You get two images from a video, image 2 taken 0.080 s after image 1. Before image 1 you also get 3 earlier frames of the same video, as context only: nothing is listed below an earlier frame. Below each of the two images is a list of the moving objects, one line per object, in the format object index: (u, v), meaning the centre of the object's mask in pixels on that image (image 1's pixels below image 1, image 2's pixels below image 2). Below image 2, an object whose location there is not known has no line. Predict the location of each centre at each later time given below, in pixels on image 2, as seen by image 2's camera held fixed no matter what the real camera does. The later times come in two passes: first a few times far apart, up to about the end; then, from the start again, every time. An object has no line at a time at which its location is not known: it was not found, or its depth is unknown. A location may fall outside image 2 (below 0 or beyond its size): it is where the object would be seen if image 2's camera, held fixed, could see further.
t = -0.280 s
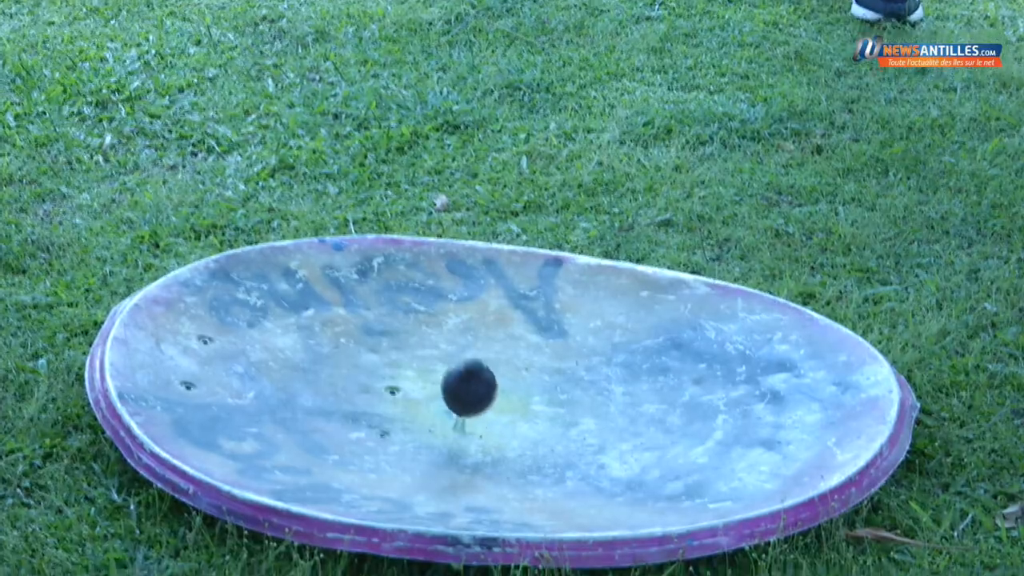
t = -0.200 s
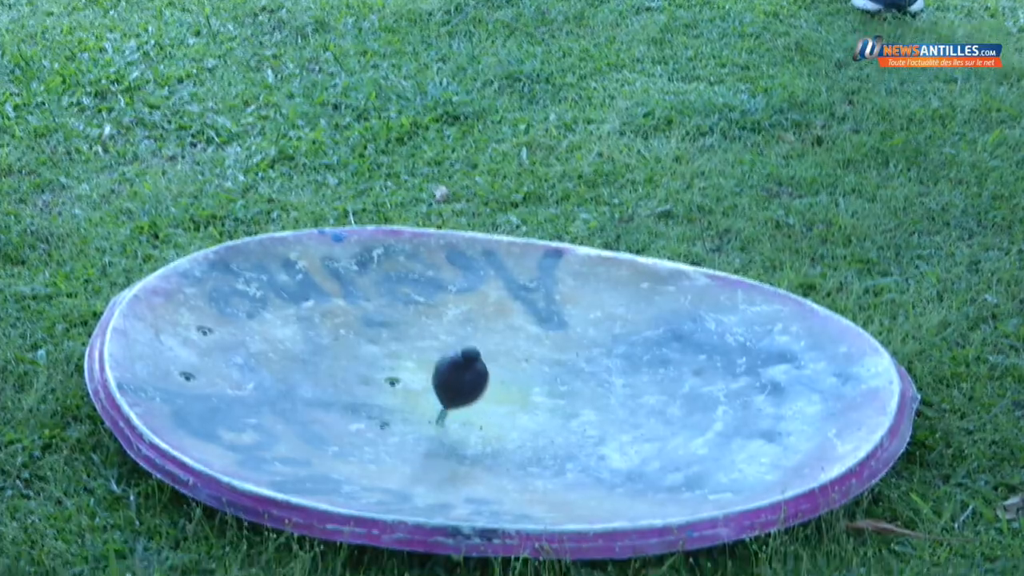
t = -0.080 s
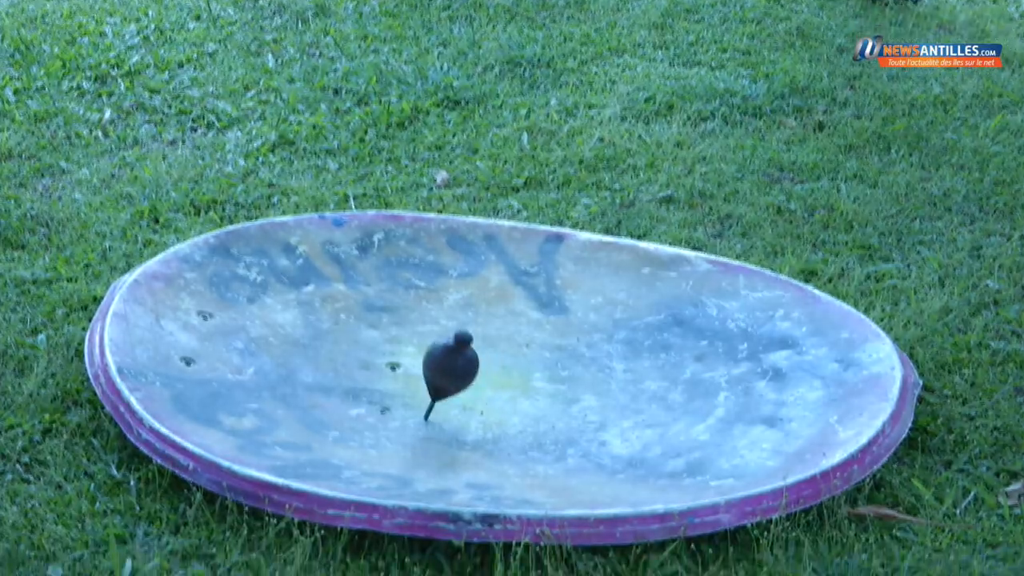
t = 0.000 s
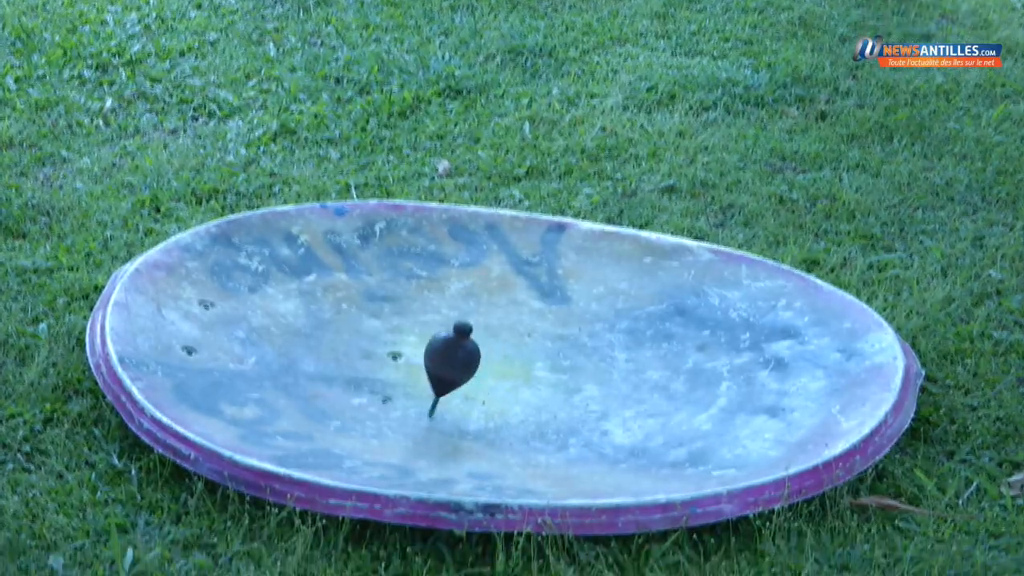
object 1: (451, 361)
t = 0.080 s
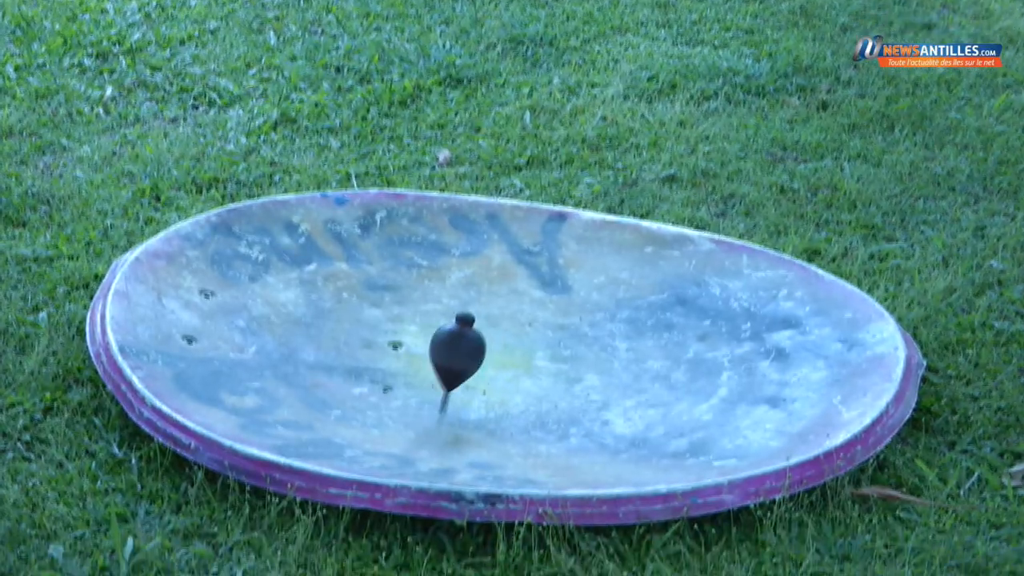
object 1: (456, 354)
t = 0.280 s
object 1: (483, 358)
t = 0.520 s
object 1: (489, 349)
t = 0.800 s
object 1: (468, 342)
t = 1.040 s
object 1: (459, 350)
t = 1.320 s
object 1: (488, 352)
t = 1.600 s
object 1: (490, 342)
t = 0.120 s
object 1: (460, 356)
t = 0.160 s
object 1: (466, 357)
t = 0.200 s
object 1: (472, 358)
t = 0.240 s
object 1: (477, 359)
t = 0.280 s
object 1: (483, 358)
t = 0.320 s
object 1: (486, 358)
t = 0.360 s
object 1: (488, 357)
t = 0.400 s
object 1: (488, 355)
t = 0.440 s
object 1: (489, 354)
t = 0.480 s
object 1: (490, 351)
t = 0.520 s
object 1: (489, 349)
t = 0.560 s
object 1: (488, 347)
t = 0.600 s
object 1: (485, 345)
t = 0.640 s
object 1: (481, 344)
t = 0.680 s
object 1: (477, 344)
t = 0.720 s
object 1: (475, 343)
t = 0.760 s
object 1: (472, 342)
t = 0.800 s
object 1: (468, 342)
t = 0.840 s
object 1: (464, 342)
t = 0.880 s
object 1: (460, 343)
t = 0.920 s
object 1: (457, 344)
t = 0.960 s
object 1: (456, 345)
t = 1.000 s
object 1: (457, 348)
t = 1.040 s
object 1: (459, 350)
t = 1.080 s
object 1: (462, 352)
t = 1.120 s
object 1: (466, 354)
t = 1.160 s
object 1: (470, 354)
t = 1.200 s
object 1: (474, 354)
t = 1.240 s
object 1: (479, 354)
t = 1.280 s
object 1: (484, 353)
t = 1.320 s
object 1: (488, 352)
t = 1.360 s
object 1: (490, 351)
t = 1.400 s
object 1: (490, 350)
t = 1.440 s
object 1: (490, 349)
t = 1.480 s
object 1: (490, 348)
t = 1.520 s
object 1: (491, 346)
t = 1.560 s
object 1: (491, 345)
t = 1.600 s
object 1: (490, 342)
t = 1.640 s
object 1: (488, 340)
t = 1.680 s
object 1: (485, 339)
